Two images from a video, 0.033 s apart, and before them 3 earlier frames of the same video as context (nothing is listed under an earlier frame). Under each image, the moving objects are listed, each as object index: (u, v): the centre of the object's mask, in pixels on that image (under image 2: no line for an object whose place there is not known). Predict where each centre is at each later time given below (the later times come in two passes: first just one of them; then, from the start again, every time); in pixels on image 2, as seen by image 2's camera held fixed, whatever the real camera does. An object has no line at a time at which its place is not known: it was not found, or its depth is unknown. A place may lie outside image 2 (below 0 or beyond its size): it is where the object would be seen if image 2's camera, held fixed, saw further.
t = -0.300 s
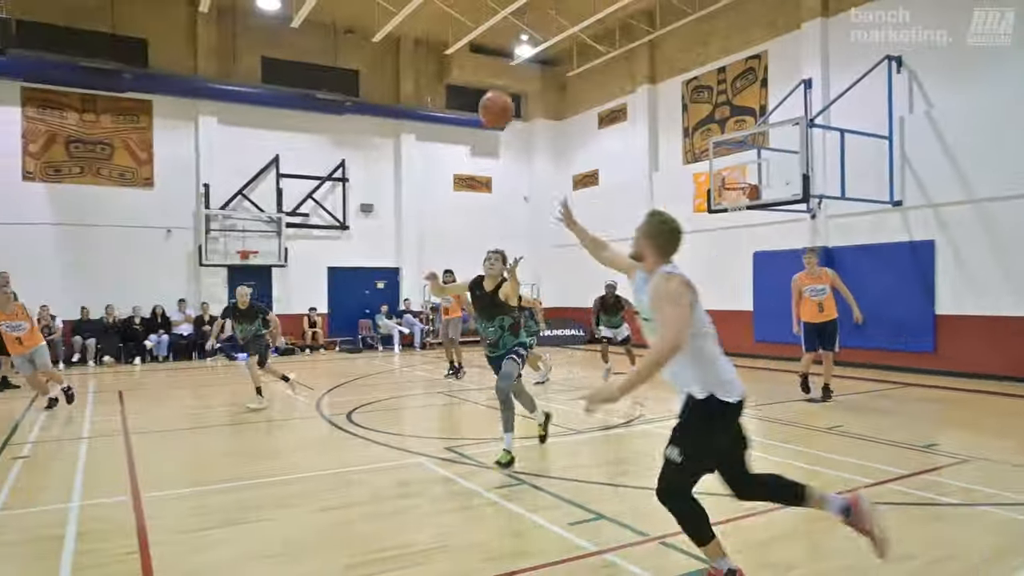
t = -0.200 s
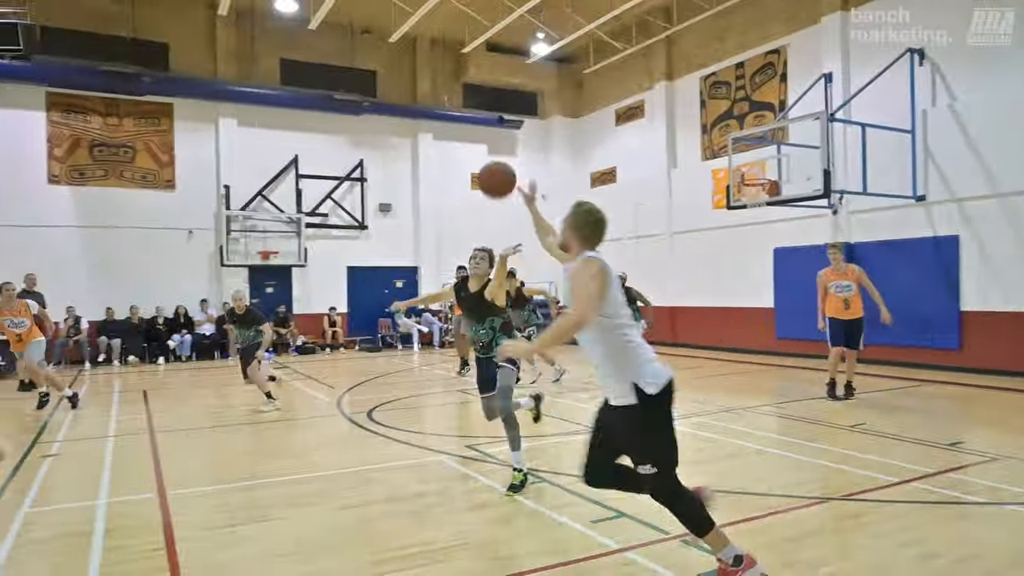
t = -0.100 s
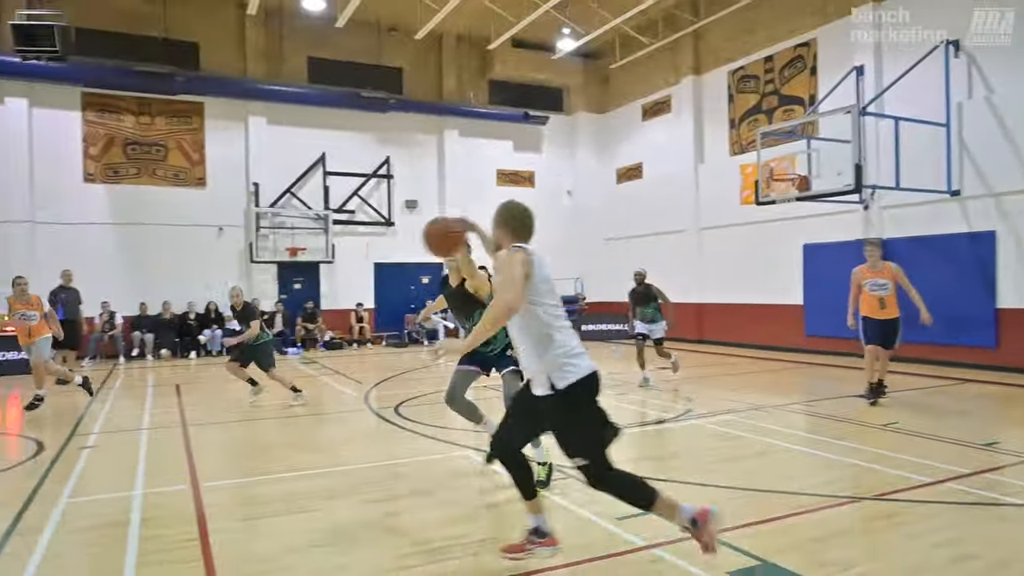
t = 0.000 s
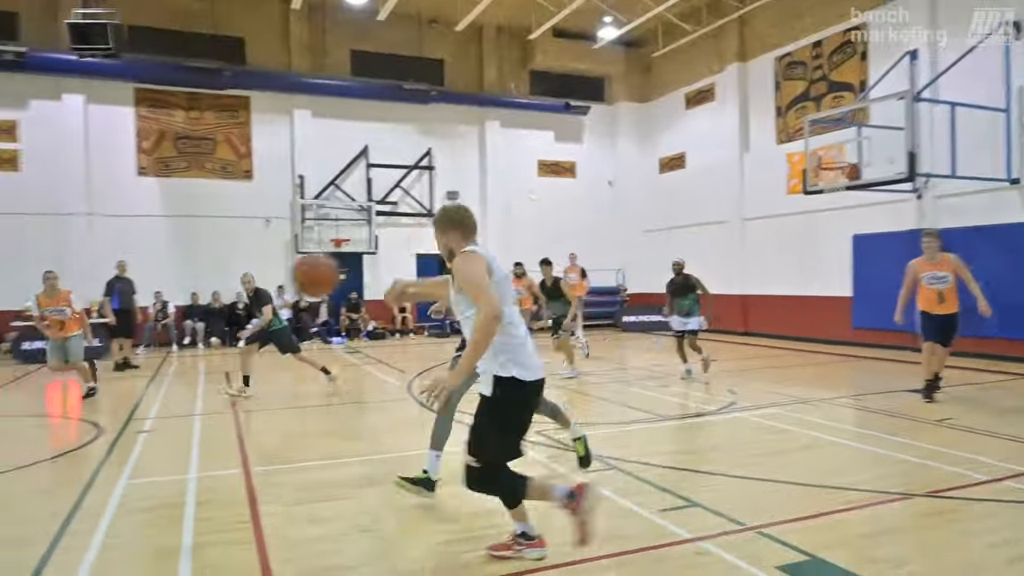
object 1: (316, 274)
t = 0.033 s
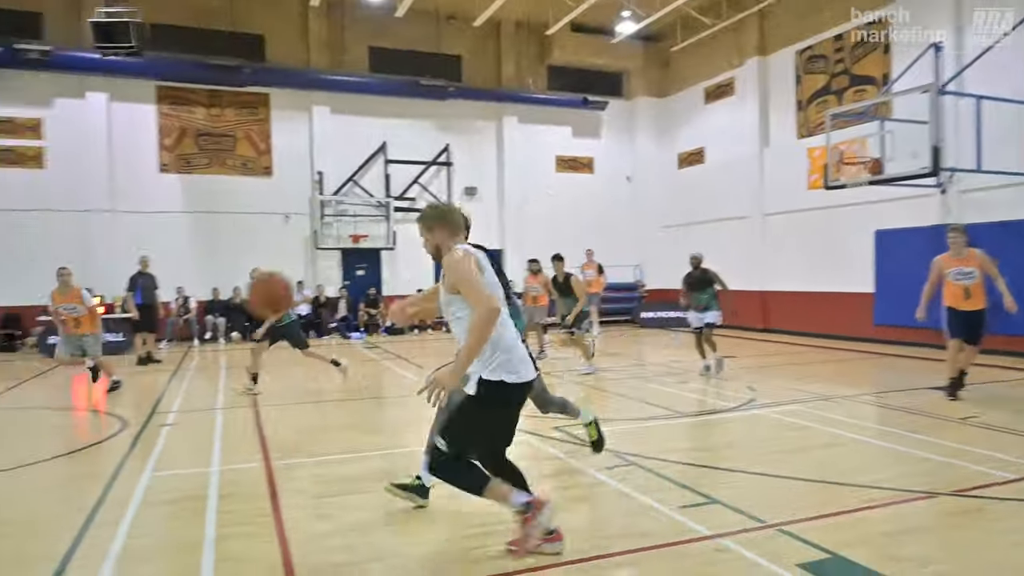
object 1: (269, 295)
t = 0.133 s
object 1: (65, 381)
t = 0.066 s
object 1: (205, 320)
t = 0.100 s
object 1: (137, 347)
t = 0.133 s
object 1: (65, 381)
